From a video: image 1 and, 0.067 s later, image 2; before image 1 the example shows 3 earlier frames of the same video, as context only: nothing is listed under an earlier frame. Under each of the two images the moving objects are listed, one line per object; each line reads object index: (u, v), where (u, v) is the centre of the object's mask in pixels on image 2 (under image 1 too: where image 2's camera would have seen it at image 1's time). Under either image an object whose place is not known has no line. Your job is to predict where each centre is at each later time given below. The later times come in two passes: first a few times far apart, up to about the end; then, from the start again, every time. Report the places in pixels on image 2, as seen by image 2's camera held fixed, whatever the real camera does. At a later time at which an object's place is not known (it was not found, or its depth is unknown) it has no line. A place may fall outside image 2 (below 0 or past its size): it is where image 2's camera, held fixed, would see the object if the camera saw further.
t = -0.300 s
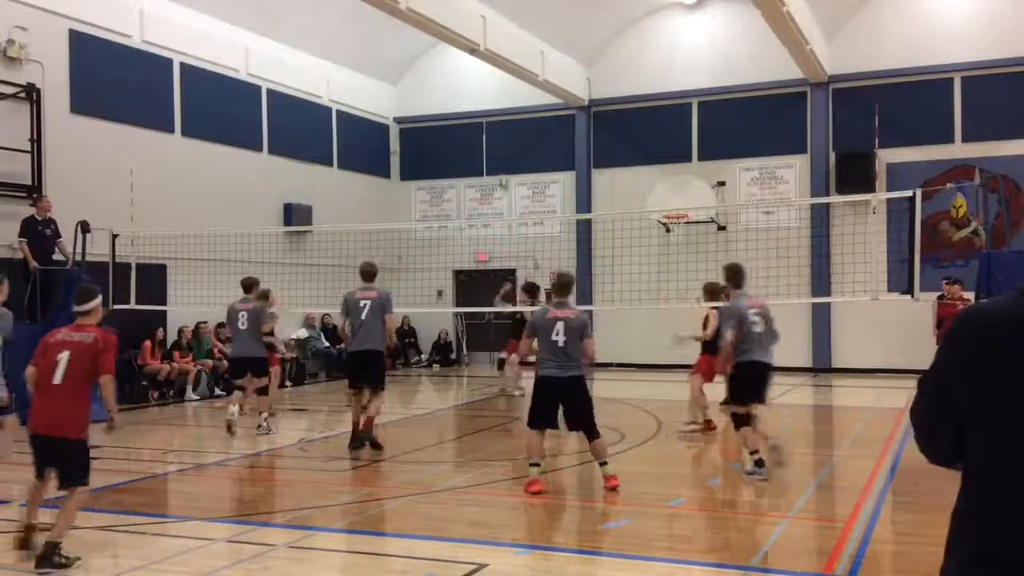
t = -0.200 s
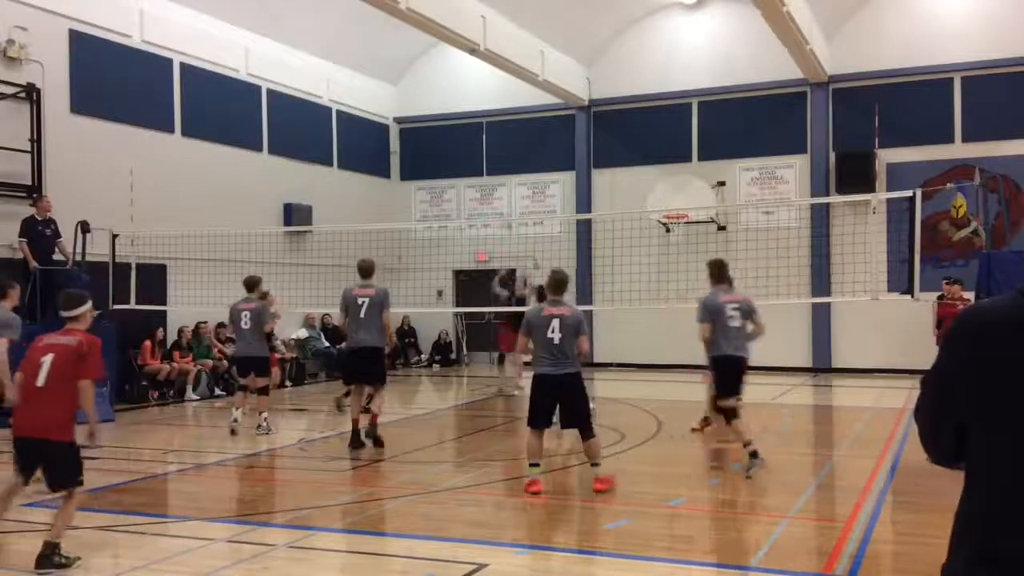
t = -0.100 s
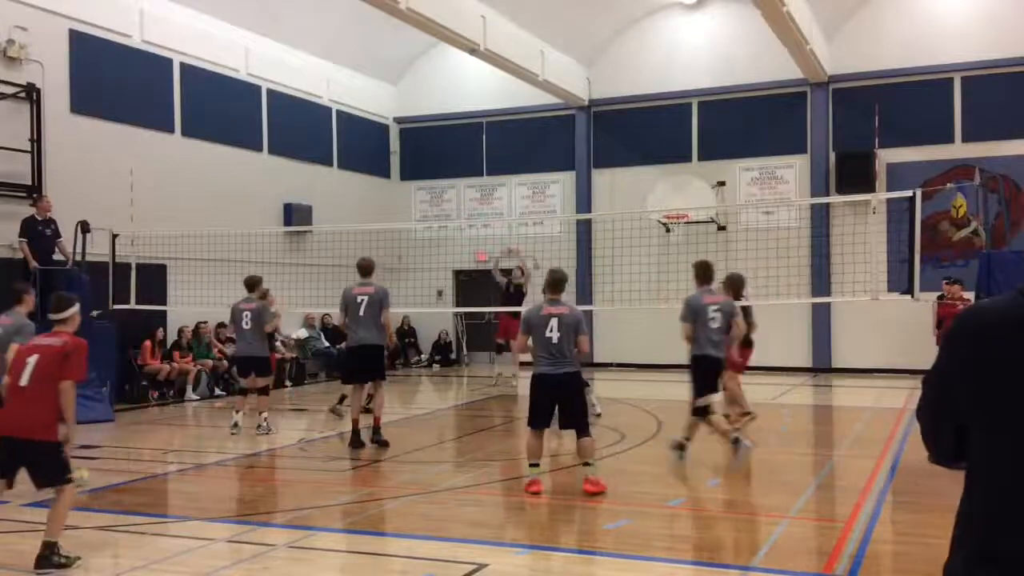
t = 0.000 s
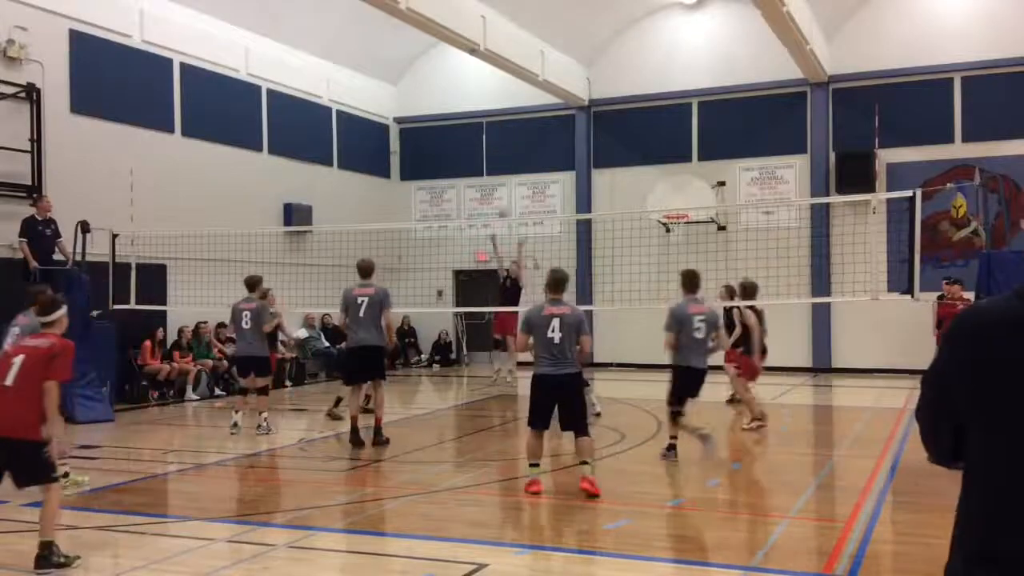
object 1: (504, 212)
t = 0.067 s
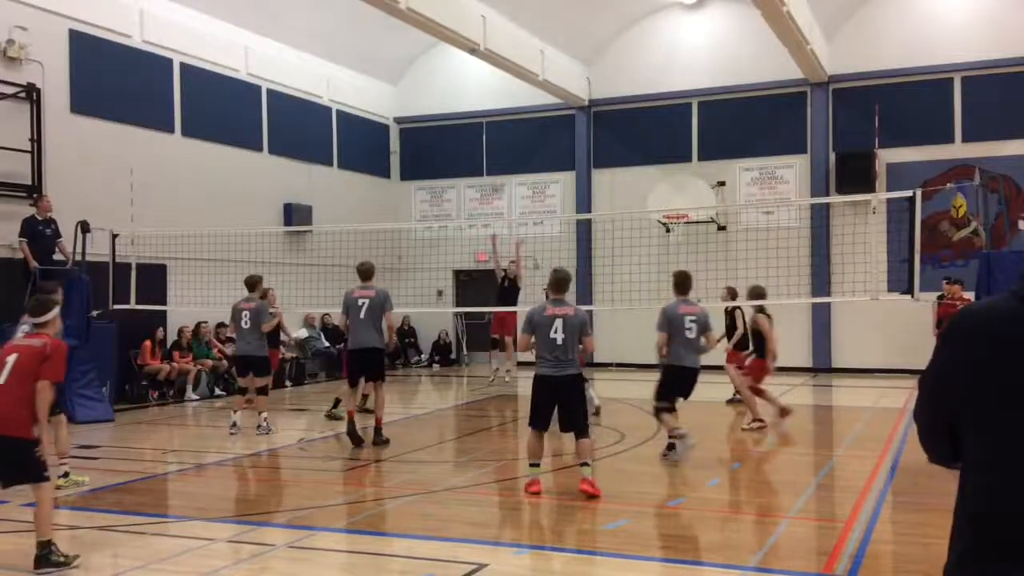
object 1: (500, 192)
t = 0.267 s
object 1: (480, 129)
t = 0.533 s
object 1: (458, 89)
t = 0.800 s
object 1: (435, 97)
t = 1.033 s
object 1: (415, 145)
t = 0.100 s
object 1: (494, 174)
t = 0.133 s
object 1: (492, 164)
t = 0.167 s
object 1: (489, 155)
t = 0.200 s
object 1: (486, 145)
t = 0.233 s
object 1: (483, 137)
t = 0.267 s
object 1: (480, 129)
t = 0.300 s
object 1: (478, 120)
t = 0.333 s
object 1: (476, 113)
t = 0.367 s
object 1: (472, 108)
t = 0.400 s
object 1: (470, 104)
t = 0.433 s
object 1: (466, 99)
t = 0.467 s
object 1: (463, 95)
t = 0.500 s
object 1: (460, 92)
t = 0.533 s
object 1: (458, 89)
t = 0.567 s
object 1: (455, 87)
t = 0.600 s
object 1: (452, 86)
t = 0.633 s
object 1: (449, 86)
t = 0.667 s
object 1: (447, 86)
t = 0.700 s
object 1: (444, 88)
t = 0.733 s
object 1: (441, 90)
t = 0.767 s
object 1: (438, 93)
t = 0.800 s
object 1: (435, 97)
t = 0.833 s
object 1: (433, 101)
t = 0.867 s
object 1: (431, 104)
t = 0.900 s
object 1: (427, 109)
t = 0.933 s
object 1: (423, 120)
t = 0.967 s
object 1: (421, 128)
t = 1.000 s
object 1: (418, 137)
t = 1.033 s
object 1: (415, 145)
